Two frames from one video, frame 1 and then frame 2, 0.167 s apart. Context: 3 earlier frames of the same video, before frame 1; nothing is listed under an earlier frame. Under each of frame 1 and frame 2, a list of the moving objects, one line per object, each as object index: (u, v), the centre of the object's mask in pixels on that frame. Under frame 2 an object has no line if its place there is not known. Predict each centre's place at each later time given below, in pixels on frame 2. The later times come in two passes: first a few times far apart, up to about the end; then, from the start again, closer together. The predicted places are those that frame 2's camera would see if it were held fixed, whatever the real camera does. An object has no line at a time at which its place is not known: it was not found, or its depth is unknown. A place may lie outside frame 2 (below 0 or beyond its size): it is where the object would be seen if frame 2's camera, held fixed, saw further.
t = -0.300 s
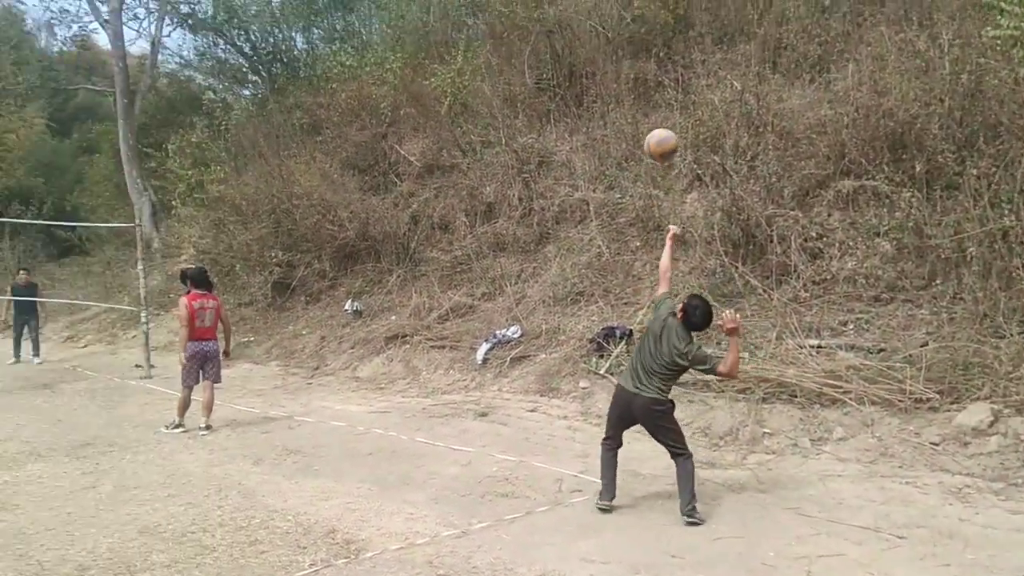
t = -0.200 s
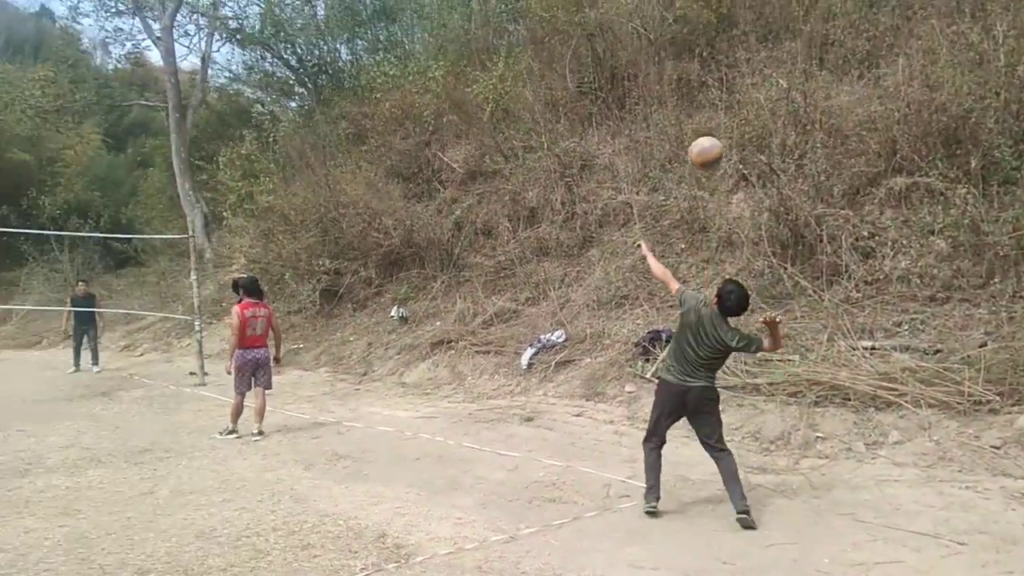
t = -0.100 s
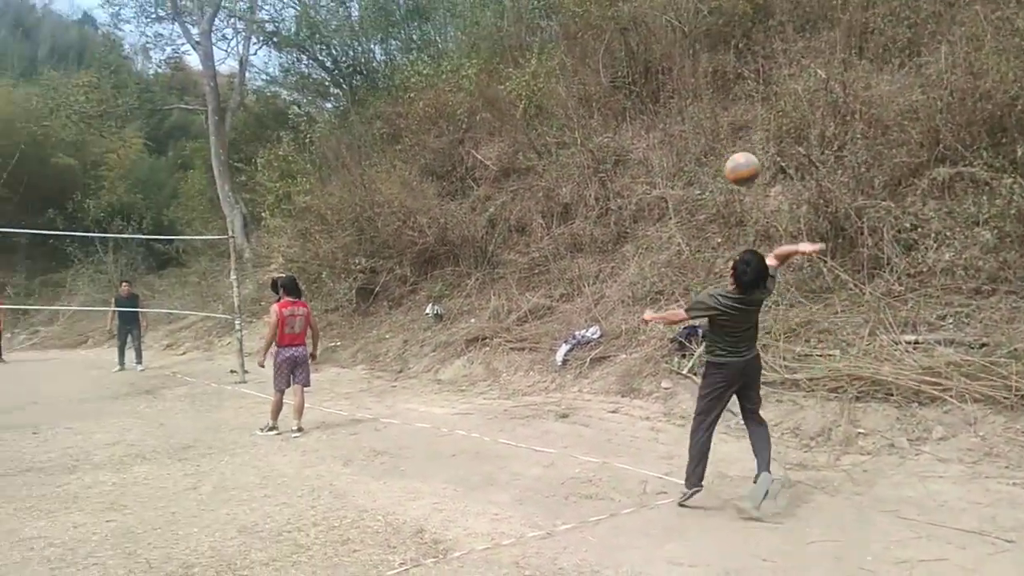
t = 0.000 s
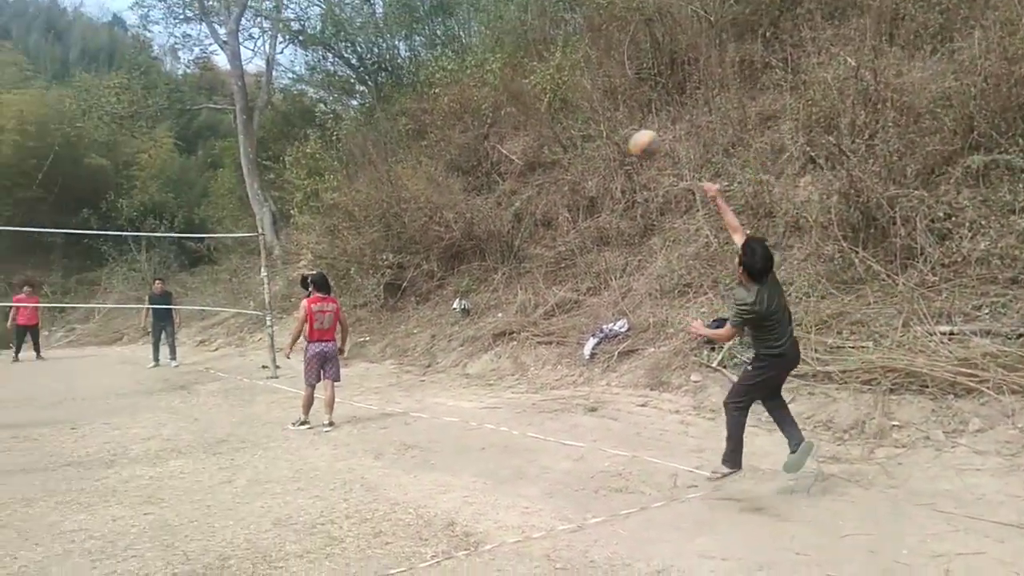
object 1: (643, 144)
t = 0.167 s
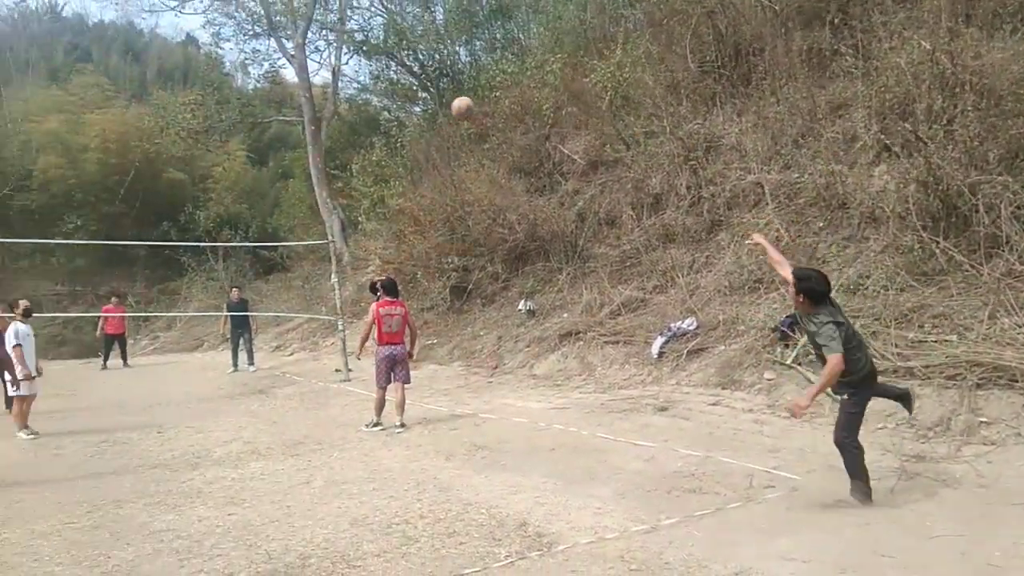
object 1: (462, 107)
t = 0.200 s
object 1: (428, 107)
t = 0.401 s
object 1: (272, 126)
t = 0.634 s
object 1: (158, 180)
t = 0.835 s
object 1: (89, 238)
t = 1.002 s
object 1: (40, 295)
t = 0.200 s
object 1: (428, 107)
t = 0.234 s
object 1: (397, 108)
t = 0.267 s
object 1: (367, 111)
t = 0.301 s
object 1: (340, 112)
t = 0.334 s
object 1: (316, 117)
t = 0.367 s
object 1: (293, 122)
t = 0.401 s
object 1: (272, 126)
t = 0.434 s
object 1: (251, 134)
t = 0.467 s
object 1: (234, 140)
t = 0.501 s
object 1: (217, 148)
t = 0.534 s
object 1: (201, 155)
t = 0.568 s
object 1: (186, 164)
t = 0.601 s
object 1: (172, 171)
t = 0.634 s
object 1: (158, 180)
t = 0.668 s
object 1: (146, 190)
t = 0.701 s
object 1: (133, 200)
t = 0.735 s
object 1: (122, 209)
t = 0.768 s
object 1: (110, 219)
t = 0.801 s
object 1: (99, 229)
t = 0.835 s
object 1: (89, 238)
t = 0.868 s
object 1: (78, 249)
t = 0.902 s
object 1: (69, 261)
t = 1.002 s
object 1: (40, 295)
